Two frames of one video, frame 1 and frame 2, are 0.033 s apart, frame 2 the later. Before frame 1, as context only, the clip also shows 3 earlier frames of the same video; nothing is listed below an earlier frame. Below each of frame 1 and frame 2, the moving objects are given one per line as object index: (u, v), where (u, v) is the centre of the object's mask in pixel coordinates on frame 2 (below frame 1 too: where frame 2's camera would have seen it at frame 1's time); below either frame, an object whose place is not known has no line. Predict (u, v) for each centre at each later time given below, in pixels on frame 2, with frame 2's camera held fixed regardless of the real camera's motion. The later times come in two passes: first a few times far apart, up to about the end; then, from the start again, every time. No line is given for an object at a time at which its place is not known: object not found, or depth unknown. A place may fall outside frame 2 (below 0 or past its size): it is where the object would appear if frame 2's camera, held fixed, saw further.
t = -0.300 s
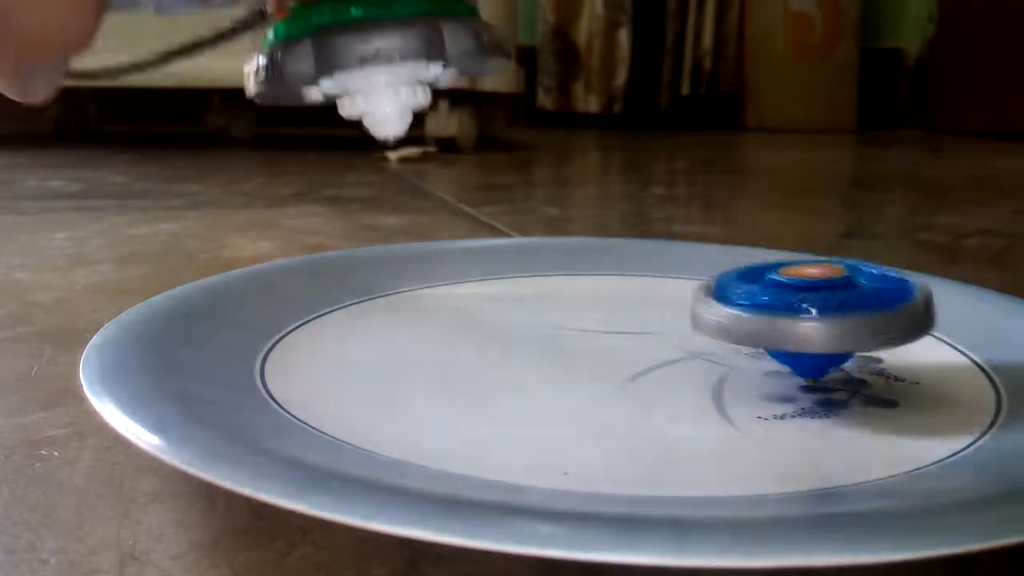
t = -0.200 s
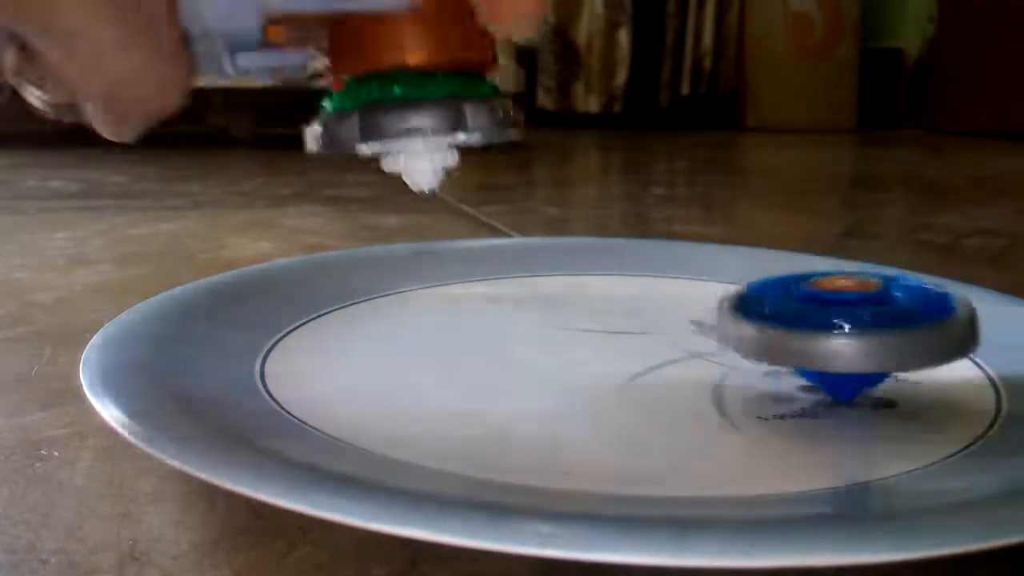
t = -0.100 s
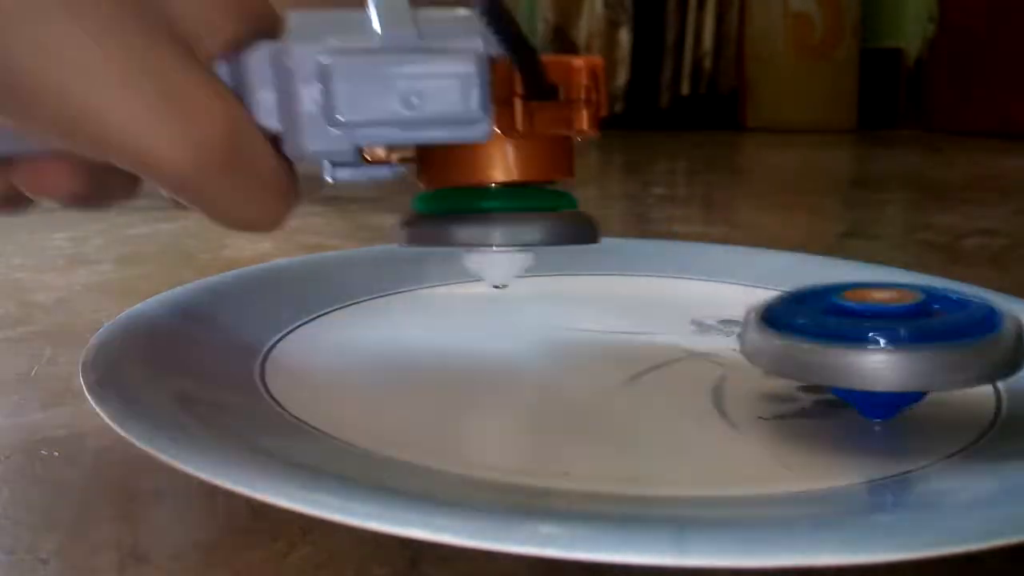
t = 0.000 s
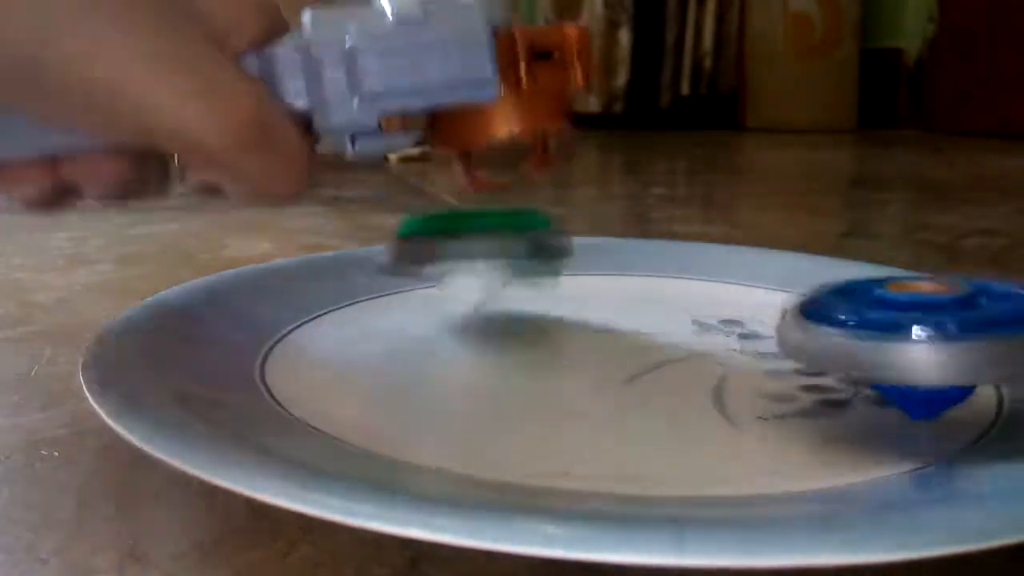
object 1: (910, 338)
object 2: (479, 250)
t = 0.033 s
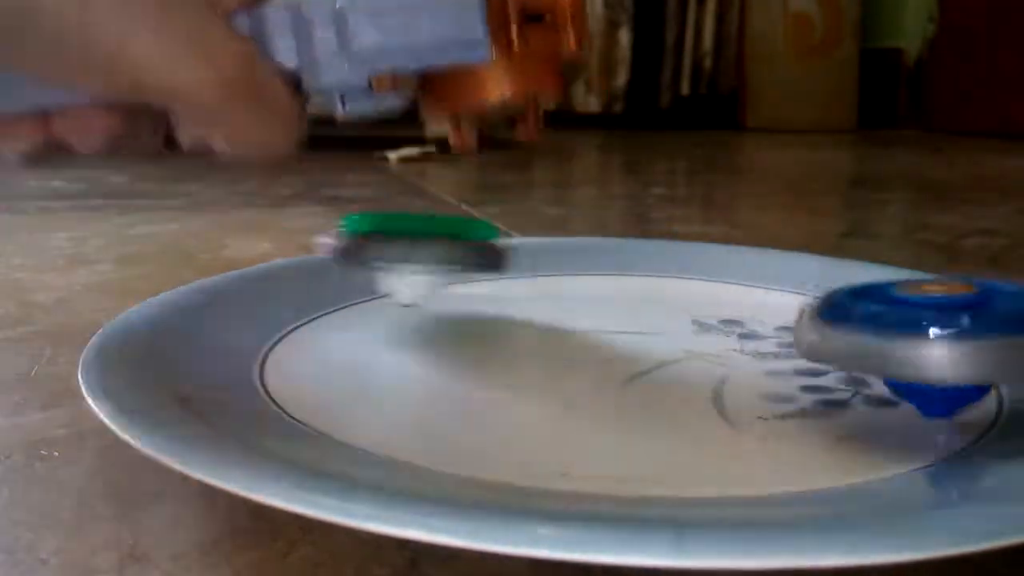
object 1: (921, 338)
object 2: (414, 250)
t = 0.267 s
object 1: (891, 319)
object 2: (198, 255)
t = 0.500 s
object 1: (745, 323)
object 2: (242, 309)
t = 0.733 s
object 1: (609, 317)
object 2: (340, 338)
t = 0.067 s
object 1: (927, 339)
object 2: (352, 260)
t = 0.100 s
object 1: (929, 336)
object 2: (311, 252)
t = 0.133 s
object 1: (928, 330)
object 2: (279, 249)
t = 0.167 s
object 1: (924, 325)
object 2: (252, 247)
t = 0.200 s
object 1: (915, 322)
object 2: (230, 249)
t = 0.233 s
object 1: (905, 320)
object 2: (211, 251)
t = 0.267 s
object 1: (891, 319)
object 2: (198, 255)
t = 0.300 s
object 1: (872, 320)
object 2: (192, 261)
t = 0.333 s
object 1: (852, 321)
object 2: (190, 268)
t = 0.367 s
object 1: (832, 321)
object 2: (196, 277)
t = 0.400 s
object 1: (811, 322)
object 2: (208, 286)
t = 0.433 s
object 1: (790, 322)
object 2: (222, 296)
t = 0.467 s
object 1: (767, 323)
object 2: (234, 303)
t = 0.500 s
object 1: (745, 323)
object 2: (242, 309)
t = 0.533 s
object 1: (722, 324)
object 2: (251, 315)
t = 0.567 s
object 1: (699, 324)
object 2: (266, 322)
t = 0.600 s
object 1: (678, 324)
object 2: (287, 330)
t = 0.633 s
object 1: (654, 324)
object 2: (309, 337)
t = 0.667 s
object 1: (632, 323)
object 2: (331, 341)
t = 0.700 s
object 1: (609, 323)
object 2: (350, 341)
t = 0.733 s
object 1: (609, 317)
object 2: (340, 338)
